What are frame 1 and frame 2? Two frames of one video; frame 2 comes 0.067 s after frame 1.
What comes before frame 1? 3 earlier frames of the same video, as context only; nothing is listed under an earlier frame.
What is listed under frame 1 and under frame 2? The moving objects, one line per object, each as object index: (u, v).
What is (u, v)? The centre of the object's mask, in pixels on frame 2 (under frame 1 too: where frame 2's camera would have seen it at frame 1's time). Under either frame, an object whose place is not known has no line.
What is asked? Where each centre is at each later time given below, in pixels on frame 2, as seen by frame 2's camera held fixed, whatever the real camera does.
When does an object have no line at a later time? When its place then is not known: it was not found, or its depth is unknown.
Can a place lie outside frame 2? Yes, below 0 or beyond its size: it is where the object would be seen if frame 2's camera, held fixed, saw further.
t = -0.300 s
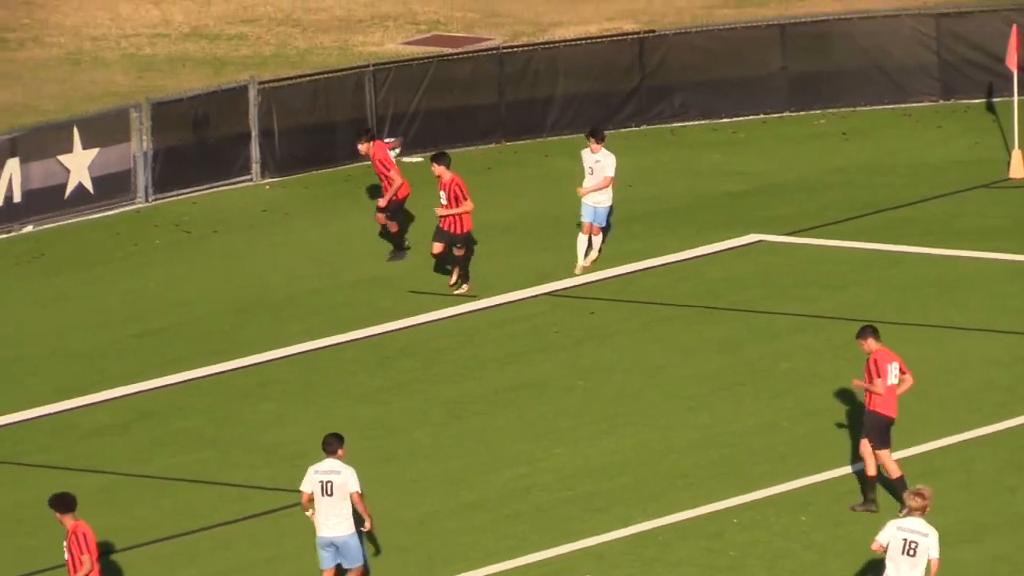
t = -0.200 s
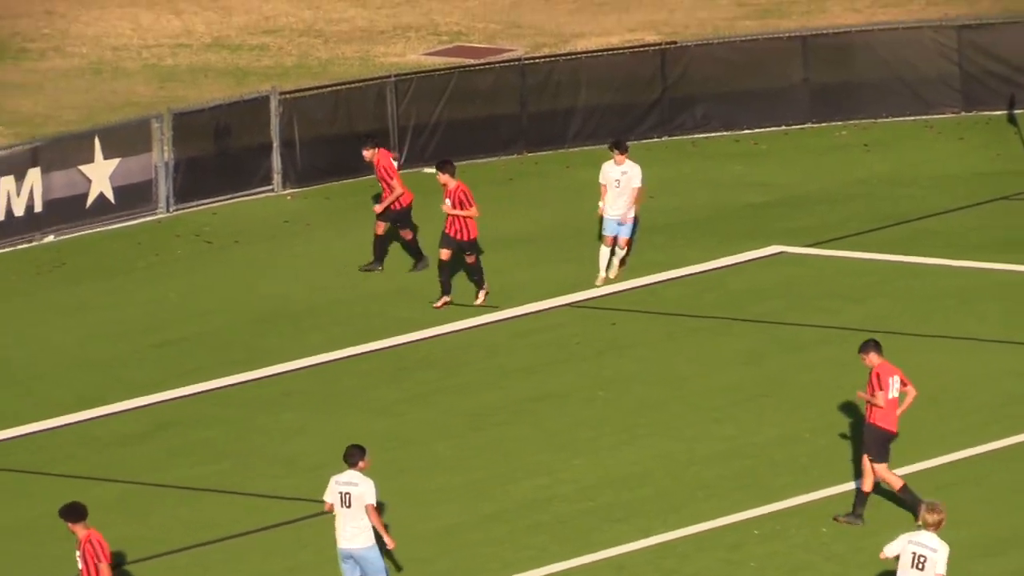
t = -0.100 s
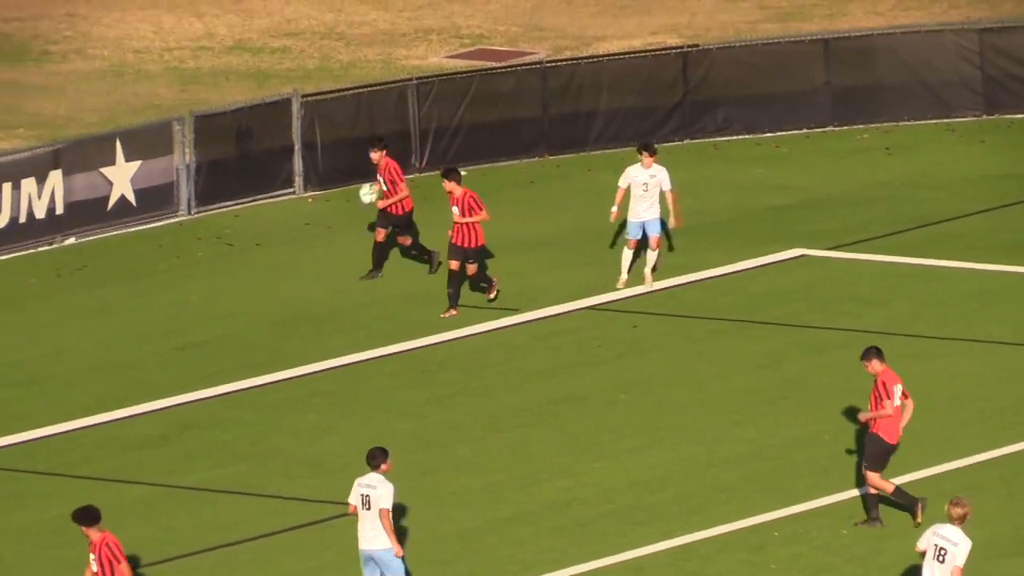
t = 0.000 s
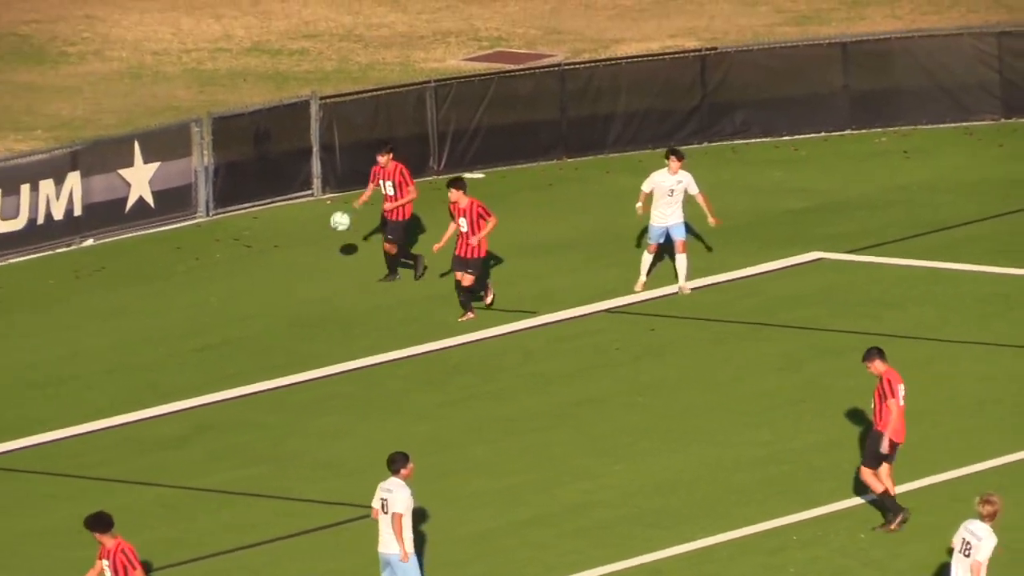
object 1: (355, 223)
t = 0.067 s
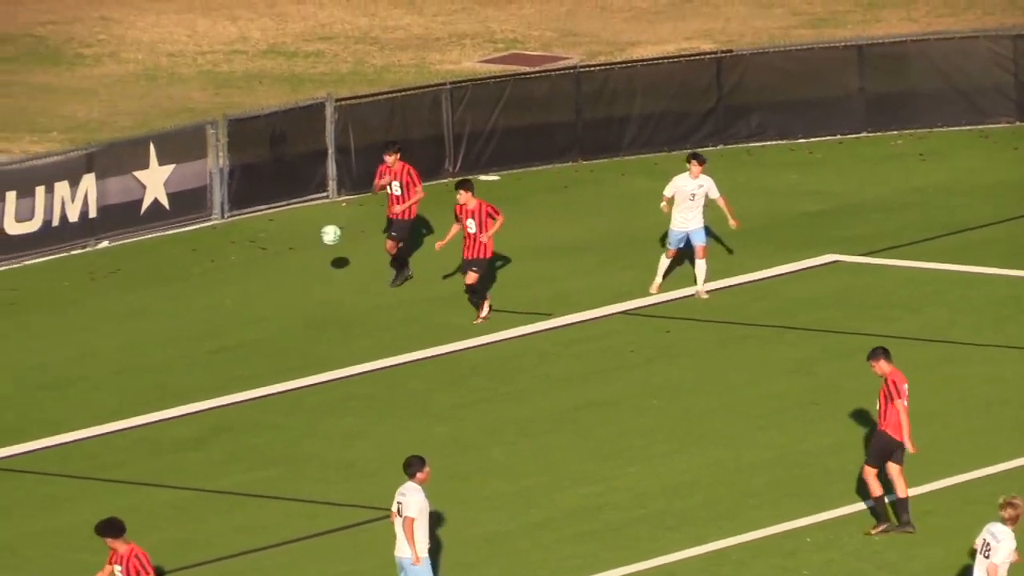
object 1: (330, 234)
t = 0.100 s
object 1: (318, 242)
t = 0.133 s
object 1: (306, 251)
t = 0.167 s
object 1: (294, 260)
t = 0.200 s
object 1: (281, 271)
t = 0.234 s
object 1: (268, 283)
